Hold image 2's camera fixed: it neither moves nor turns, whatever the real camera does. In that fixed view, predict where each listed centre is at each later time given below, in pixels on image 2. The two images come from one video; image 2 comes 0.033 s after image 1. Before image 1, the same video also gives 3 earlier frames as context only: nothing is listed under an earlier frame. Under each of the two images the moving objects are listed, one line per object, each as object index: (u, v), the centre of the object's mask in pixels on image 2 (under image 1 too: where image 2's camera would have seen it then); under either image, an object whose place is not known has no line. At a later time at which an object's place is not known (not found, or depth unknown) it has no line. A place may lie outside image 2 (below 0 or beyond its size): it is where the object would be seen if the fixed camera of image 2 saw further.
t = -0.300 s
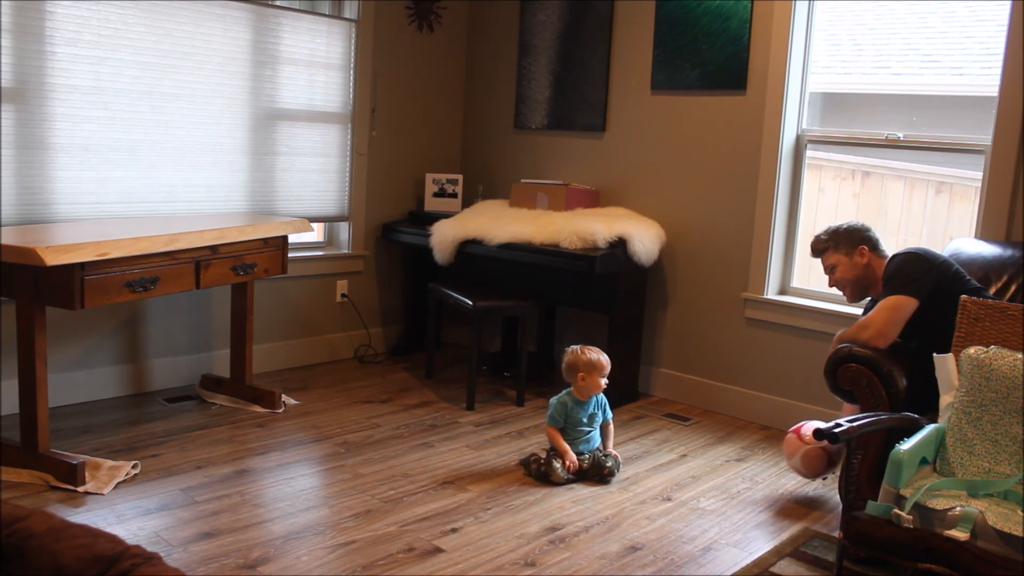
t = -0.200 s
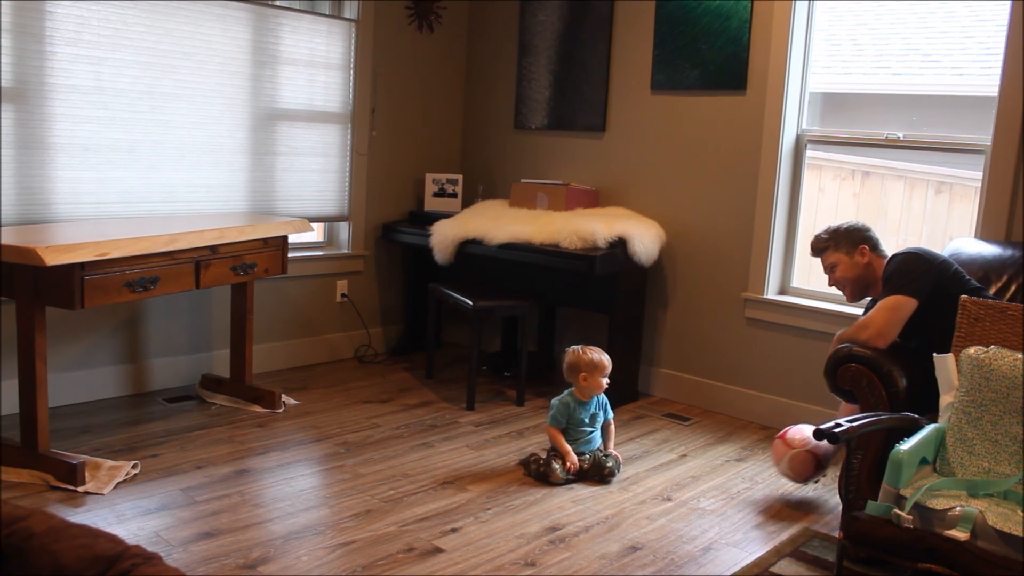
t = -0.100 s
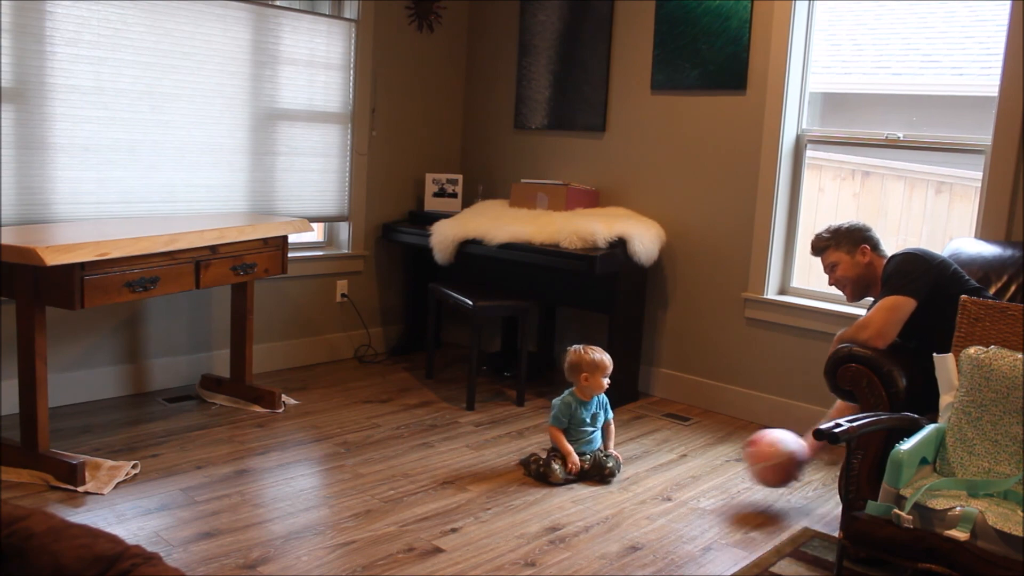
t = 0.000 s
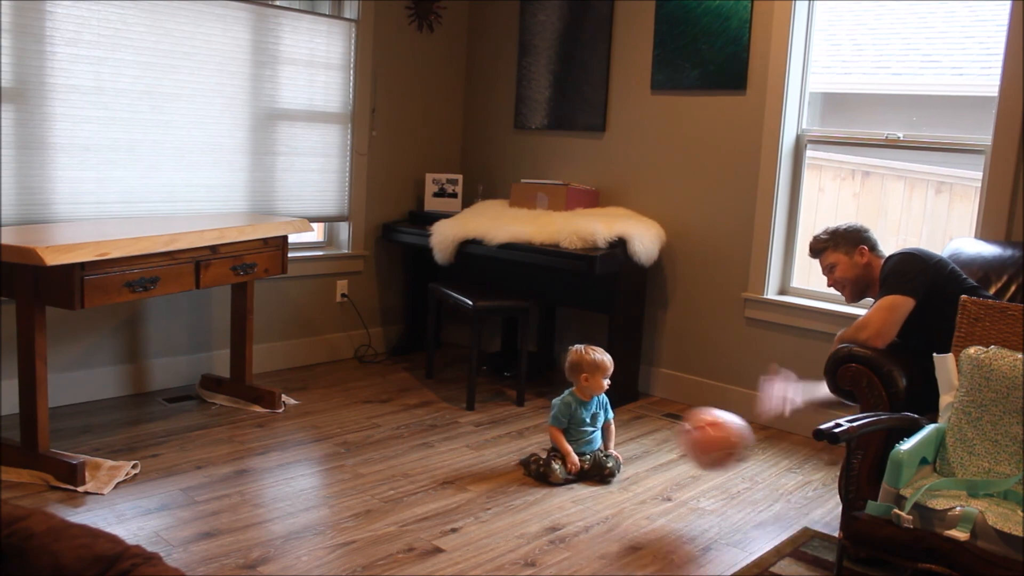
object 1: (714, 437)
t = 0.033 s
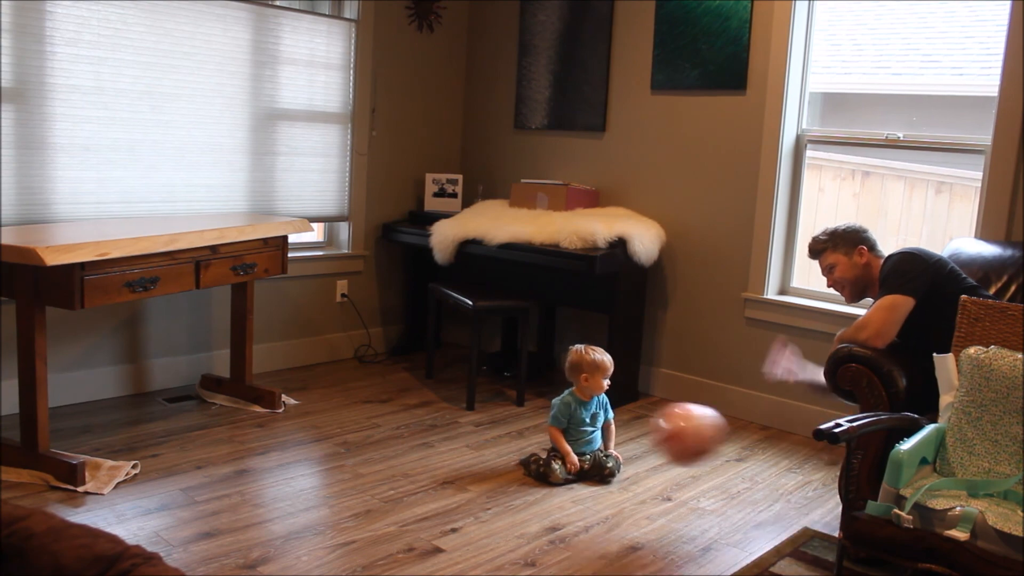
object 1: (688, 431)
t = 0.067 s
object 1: (663, 429)
